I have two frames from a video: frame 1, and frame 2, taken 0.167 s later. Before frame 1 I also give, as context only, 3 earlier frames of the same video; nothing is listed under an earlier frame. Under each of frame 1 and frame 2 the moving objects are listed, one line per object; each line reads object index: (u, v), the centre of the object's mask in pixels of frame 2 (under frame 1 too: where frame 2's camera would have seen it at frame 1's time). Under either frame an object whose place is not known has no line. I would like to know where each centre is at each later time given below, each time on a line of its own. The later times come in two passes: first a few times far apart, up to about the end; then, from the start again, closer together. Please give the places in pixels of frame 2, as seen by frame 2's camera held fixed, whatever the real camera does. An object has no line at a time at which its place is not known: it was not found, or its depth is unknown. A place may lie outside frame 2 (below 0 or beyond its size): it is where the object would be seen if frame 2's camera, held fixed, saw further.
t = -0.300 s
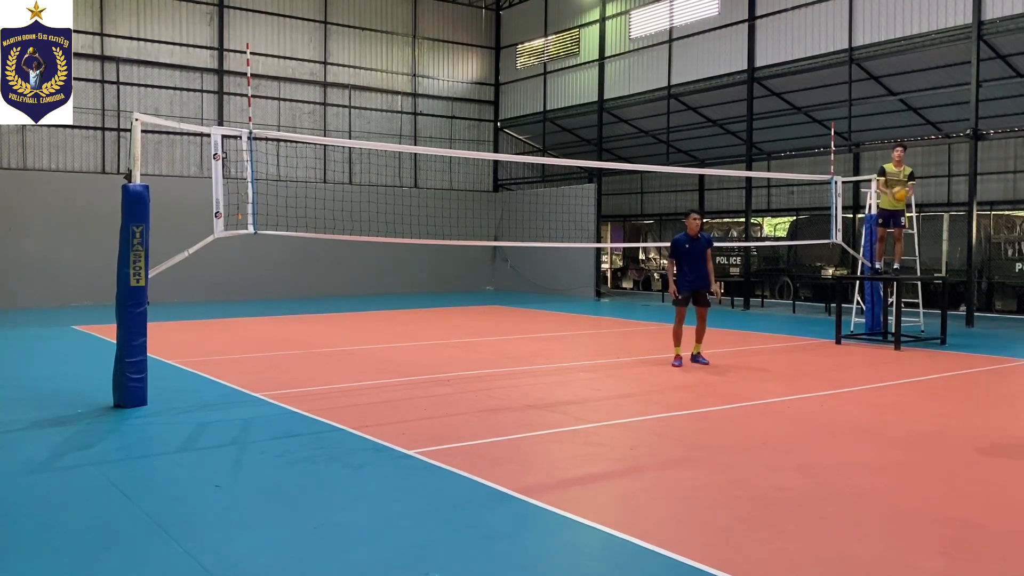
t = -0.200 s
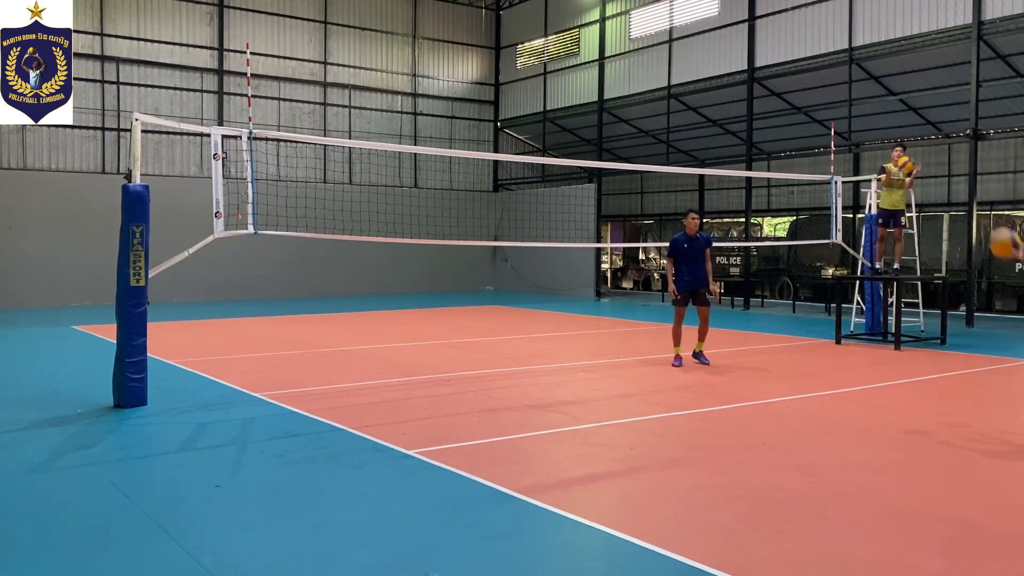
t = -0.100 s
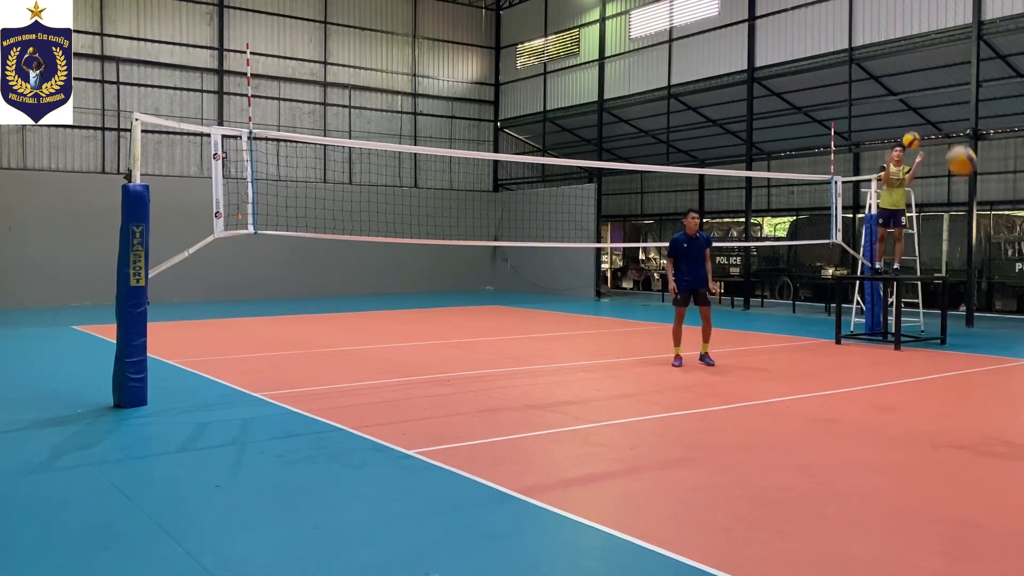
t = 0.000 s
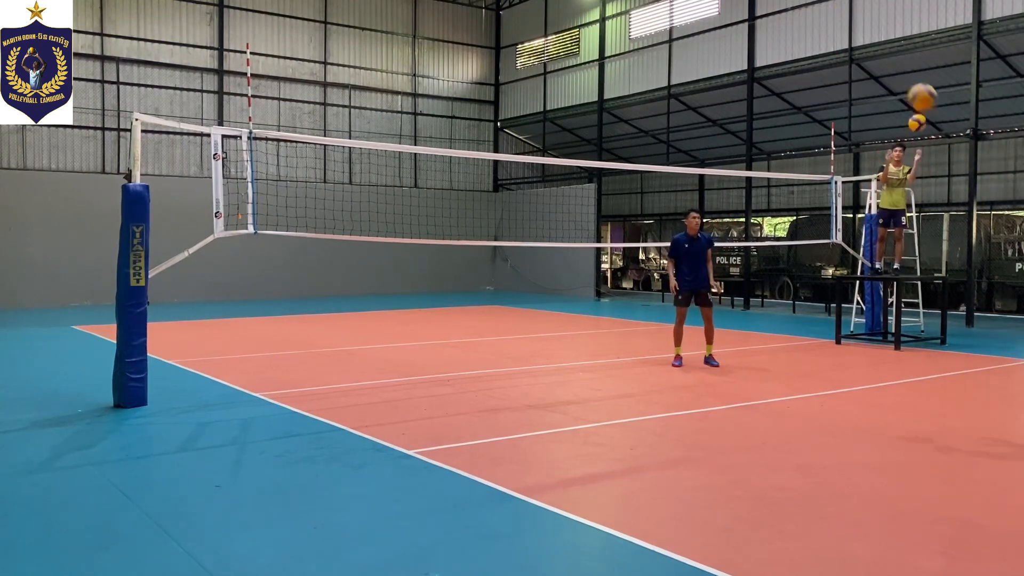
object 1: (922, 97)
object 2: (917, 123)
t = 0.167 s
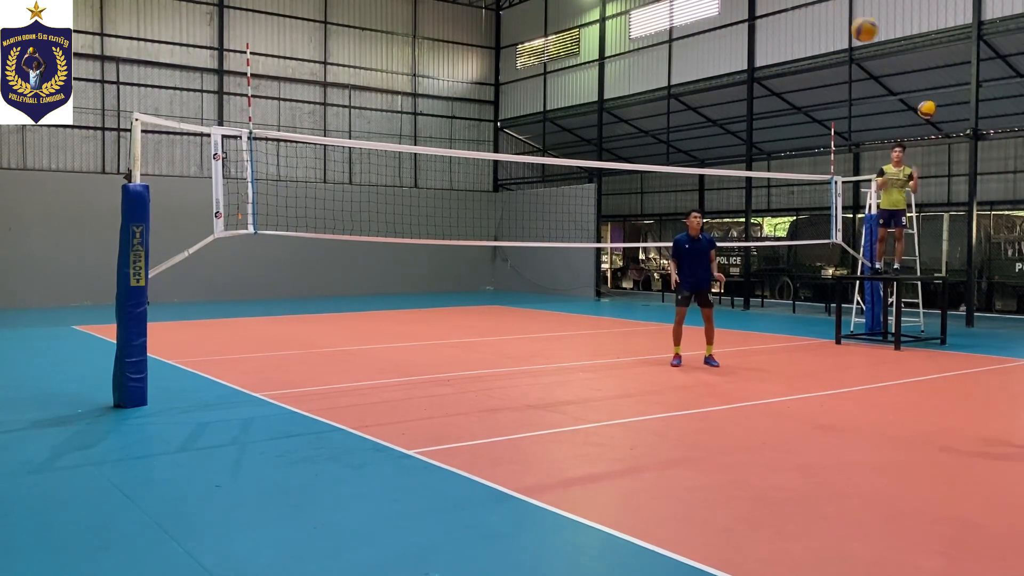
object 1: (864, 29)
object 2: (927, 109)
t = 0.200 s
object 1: (854, 20)
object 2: (929, 109)
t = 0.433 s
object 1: (786, 4)
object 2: (943, 135)
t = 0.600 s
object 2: (954, 186)
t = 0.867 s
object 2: (972, 331)
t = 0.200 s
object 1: (854, 20)
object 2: (929, 109)
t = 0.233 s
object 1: (843, 13)
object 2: (931, 110)
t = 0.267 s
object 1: (833, 9)
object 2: (933, 111)
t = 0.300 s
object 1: (823, 7)
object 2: (935, 115)
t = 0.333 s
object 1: (814, 5)
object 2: (937, 118)
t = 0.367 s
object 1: (804, 4)
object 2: (940, 123)
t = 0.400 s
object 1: (795, 4)
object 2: (941, 129)
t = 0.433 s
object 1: (786, 4)
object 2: (943, 135)
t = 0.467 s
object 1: (777, 4)
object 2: (946, 143)
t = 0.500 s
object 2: (948, 152)
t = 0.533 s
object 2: (949, 162)
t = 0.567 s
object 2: (952, 174)
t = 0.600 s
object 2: (954, 186)
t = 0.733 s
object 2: (963, 249)
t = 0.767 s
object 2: (965, 268)
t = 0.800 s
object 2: (967, 288)
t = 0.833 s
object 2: (970, 310)
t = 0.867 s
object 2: (972, 331)
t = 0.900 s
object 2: (974, 353)
